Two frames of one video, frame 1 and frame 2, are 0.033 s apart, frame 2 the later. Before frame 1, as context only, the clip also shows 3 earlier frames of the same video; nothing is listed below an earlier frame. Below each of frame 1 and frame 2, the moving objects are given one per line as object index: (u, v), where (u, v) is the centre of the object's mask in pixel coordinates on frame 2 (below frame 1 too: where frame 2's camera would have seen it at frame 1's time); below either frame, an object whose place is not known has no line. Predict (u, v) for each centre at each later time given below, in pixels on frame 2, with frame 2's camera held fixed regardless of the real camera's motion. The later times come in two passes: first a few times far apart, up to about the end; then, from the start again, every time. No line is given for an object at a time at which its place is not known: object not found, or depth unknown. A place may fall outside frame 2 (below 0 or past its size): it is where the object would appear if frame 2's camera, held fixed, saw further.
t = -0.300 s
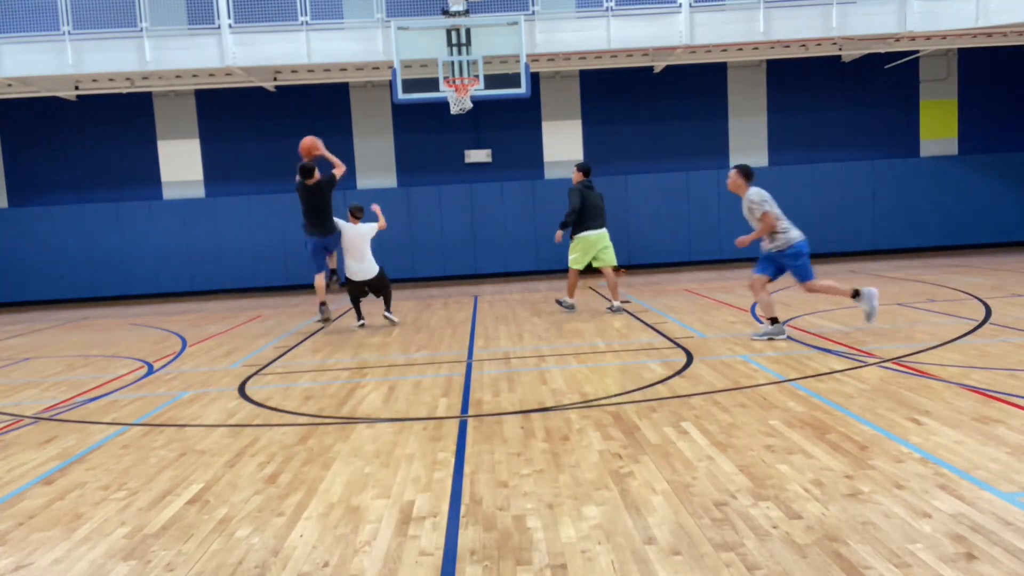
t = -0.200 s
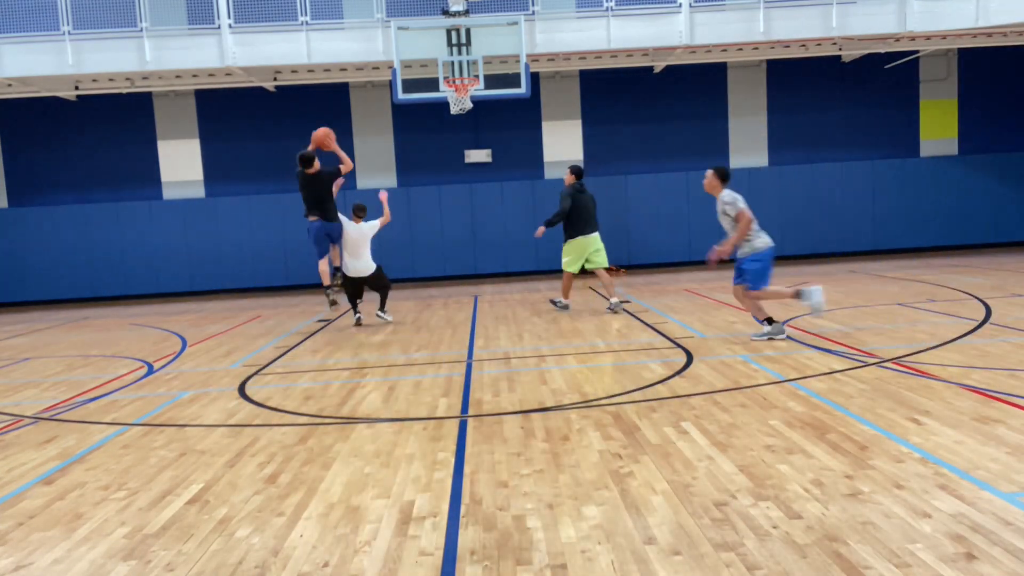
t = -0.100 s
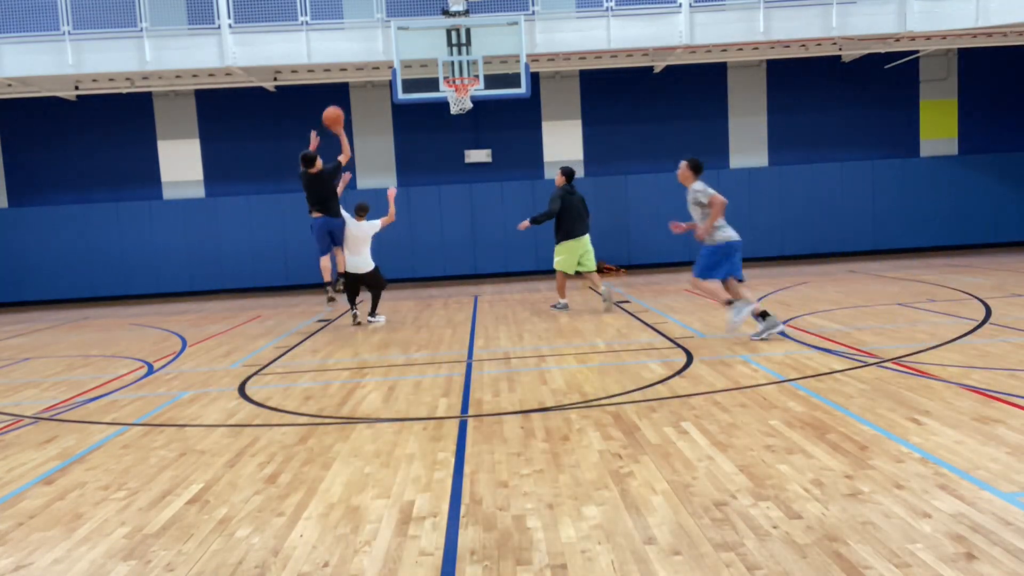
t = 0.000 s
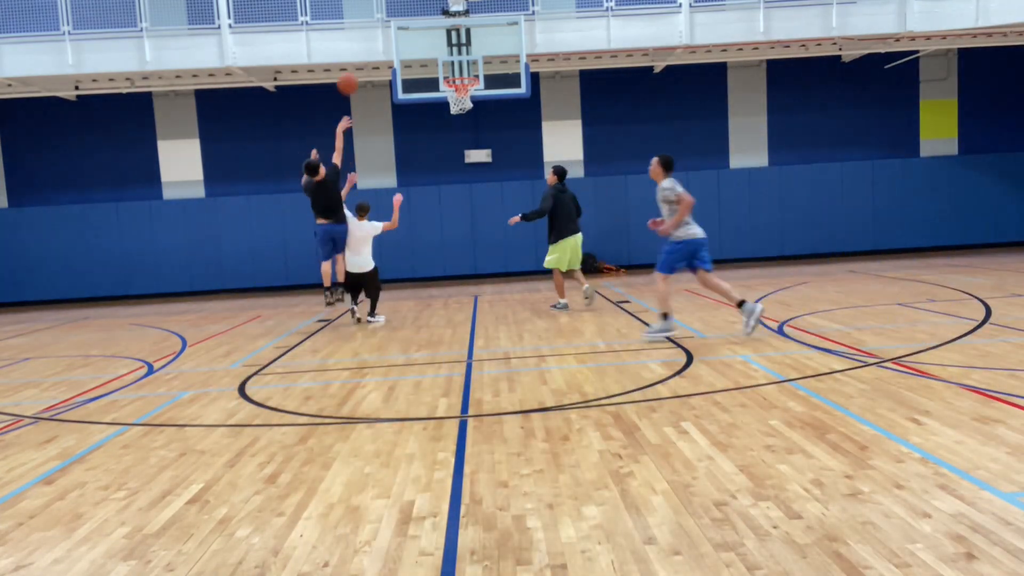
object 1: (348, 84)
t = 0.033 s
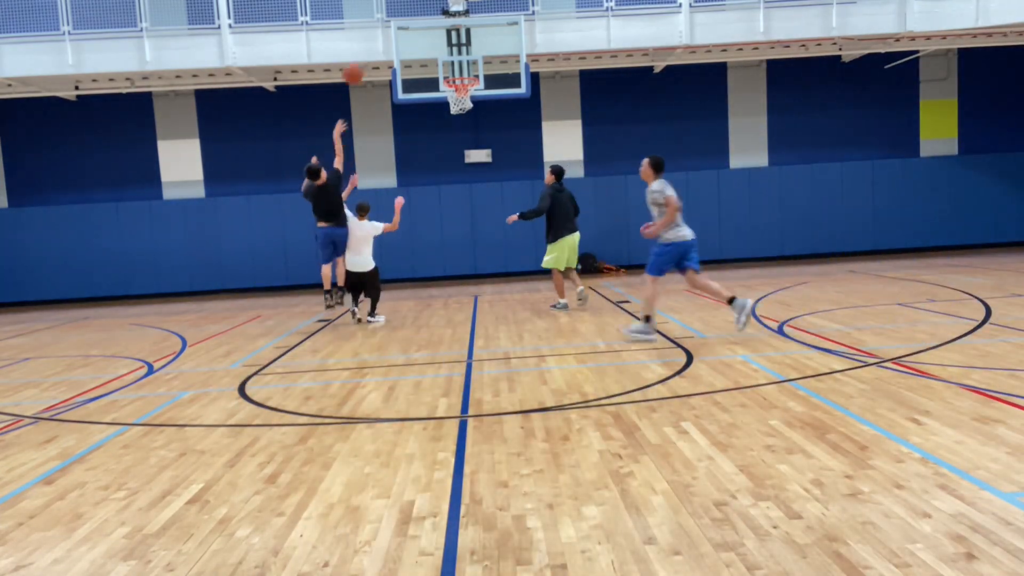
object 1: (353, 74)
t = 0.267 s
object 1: (386, 36)
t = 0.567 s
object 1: (427, 54)
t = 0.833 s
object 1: (430, 60)
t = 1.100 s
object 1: (404, 56)
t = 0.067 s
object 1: (358, 65)
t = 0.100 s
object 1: (362, 58)
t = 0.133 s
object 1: (367, 51)
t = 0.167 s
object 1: (372, 46)
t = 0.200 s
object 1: (377, 42)
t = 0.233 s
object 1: (382, 38)
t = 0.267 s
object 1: (386, 36)
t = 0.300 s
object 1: (391, 35)
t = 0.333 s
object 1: (396, 34)
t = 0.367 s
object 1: (400, 34)
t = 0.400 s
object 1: (405, 35)
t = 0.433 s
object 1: (409, 37)
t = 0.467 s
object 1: (414, 40)
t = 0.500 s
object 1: (418, 44)
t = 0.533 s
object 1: (423, 48)
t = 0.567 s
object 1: (427, 54)
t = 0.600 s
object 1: (431, 59)
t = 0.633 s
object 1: (435, 65)
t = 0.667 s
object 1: (437, 69)
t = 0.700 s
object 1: (439, 73)
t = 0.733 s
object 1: (439, 74)
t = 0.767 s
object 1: (436, 69)
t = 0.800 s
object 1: (433, 64)
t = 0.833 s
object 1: (430, 60)
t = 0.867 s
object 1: (426, 57)
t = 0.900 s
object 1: (423, 54)
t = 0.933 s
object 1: (420, 52)
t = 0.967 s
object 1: (417, 52)
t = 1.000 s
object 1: (414, 51)
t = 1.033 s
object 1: (410, 52)
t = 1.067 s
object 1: (407, 54)
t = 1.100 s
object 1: (404, 56)
